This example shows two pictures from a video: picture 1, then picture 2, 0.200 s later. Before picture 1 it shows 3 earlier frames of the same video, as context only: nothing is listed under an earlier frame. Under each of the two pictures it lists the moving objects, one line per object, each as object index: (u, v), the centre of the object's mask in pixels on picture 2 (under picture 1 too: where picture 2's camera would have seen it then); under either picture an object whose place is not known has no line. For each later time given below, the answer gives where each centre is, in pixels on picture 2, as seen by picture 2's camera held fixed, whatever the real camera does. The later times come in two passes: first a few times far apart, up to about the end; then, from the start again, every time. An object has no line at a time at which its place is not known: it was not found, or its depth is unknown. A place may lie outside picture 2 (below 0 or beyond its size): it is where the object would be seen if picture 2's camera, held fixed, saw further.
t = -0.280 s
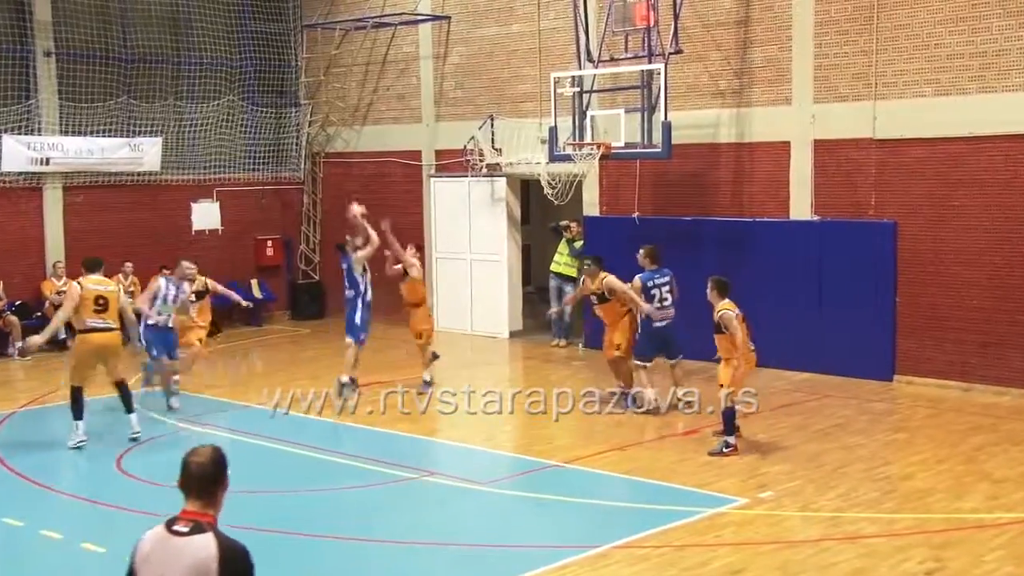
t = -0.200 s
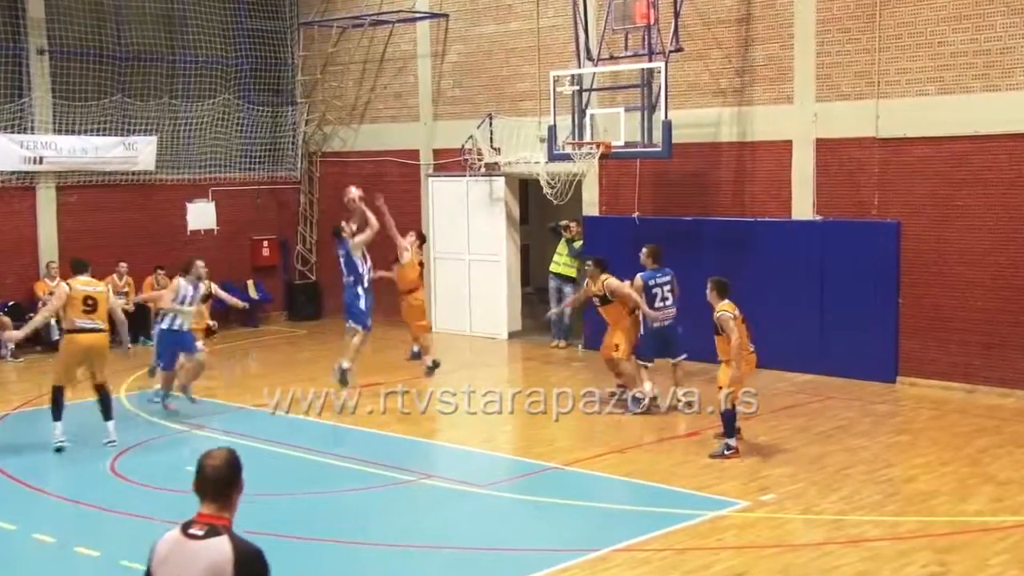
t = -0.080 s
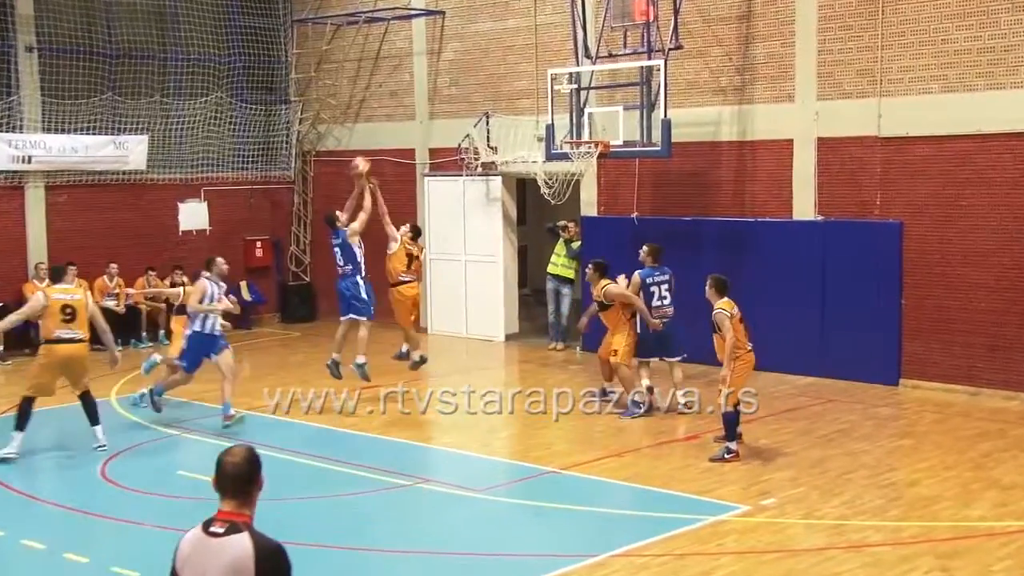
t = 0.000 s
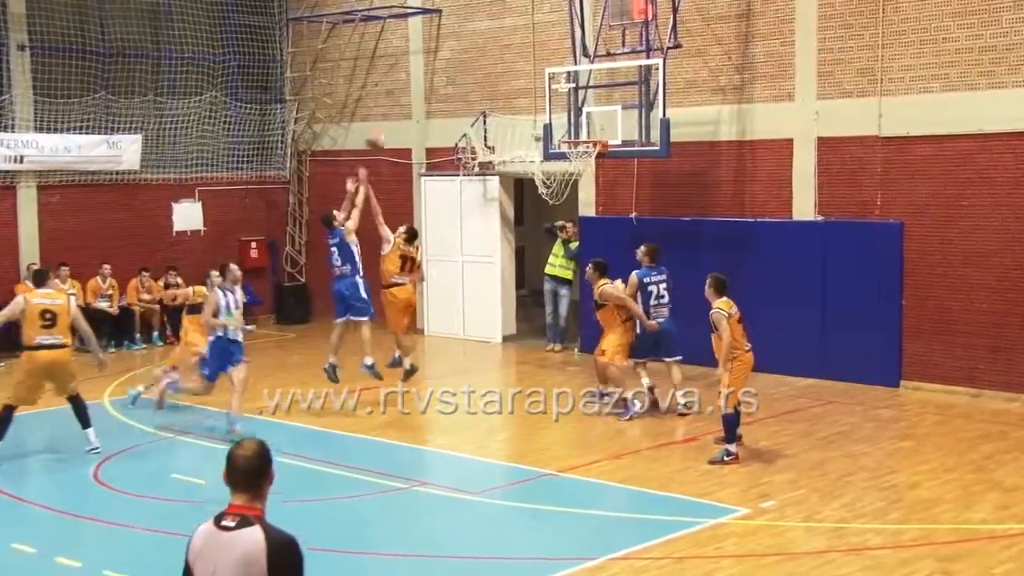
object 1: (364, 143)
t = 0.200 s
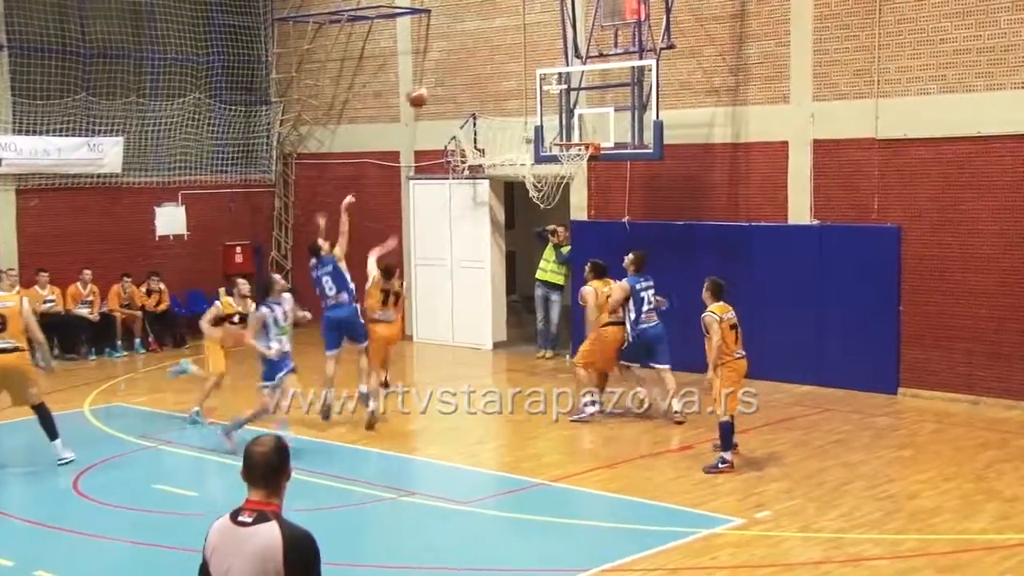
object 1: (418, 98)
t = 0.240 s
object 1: (428, 91)
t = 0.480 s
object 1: (490, 93)
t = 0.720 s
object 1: (544, 138)
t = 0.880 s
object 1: (499, 138)
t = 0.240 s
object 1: (428, 91)
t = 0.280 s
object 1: (437, 88)
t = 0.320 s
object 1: (449, 86)
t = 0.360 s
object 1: (459, 86)
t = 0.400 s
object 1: (468, 86)
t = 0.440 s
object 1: (478, 89)
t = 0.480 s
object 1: (490, 93)
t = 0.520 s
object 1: (499, 97)
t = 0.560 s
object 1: (508, 104)
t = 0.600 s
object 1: (520, 113)
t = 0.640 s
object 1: (529, 123)
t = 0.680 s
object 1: (539, 130)
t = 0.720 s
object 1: (544, 138)
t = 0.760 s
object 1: (533, 137)
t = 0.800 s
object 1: (522, 137)
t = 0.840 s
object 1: (511, 137)
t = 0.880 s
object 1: (499, 138)
